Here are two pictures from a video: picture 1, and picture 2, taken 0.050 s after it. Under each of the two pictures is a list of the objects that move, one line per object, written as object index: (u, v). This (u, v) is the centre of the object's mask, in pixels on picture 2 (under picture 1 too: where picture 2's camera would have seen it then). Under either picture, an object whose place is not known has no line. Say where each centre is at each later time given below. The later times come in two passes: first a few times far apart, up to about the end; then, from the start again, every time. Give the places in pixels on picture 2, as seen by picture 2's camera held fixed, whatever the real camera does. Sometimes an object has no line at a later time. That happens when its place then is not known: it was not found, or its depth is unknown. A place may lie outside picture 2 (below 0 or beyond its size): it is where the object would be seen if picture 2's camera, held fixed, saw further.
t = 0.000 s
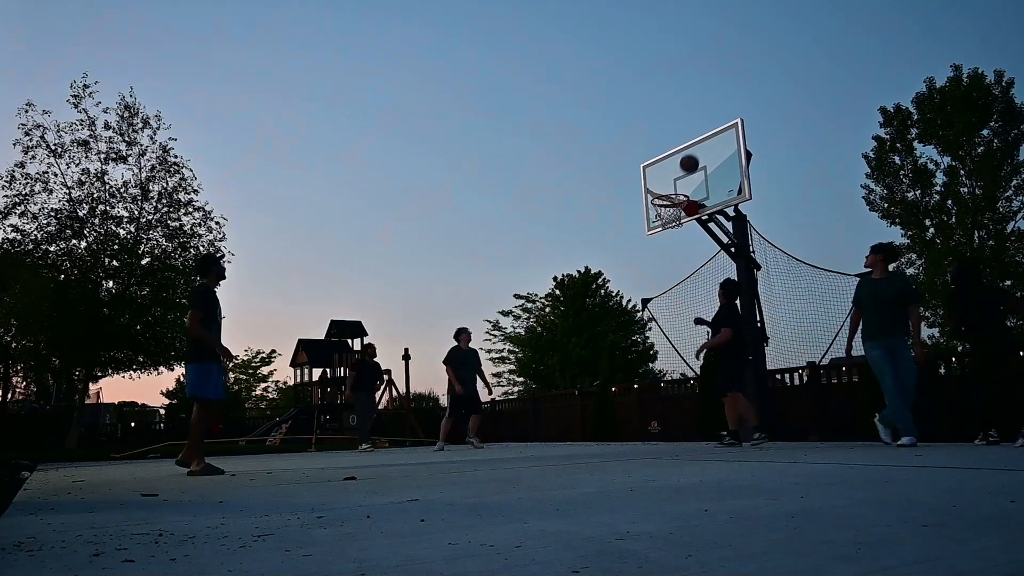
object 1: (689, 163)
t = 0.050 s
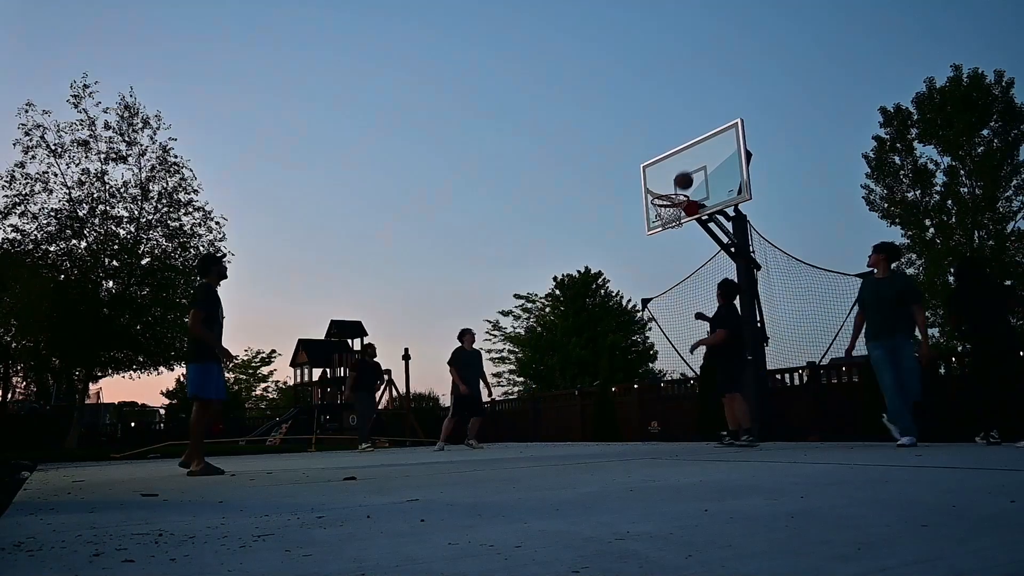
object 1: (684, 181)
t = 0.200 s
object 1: (697, 163)
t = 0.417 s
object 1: (727, 149)
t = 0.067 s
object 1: (682, 186)
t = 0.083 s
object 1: (683, 184)
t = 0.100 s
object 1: (685, 181)
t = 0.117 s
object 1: (687, 177)
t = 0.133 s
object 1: (689, 174)
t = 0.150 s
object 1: (691, 171)
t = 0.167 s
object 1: (693, 168)
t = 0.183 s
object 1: (695, 166)
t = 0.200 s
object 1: (697, 163)
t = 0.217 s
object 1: (699, 161)
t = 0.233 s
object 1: (701, 159)
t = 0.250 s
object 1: (703, 157)
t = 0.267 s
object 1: (705, 155)
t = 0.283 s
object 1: (708, 153)
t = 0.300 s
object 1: (710, 152)
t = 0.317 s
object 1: (712, 151)
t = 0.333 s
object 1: (714, 150)
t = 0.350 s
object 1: (717, 149)
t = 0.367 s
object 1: (719, 149)
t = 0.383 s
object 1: (722, 149)
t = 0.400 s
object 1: (724, 148)
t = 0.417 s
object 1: (727, 149)
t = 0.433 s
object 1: (729, 149)
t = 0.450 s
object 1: (732, 150)
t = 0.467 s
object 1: (735, 151)
